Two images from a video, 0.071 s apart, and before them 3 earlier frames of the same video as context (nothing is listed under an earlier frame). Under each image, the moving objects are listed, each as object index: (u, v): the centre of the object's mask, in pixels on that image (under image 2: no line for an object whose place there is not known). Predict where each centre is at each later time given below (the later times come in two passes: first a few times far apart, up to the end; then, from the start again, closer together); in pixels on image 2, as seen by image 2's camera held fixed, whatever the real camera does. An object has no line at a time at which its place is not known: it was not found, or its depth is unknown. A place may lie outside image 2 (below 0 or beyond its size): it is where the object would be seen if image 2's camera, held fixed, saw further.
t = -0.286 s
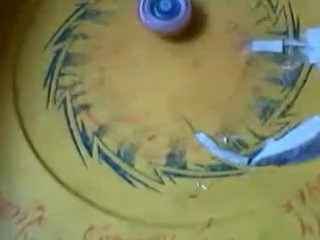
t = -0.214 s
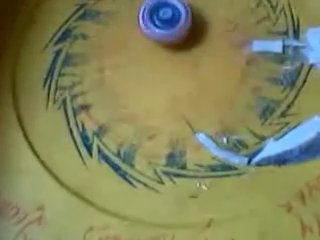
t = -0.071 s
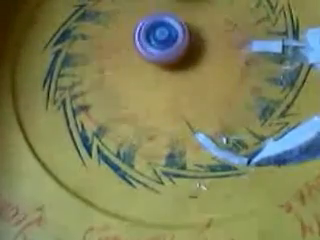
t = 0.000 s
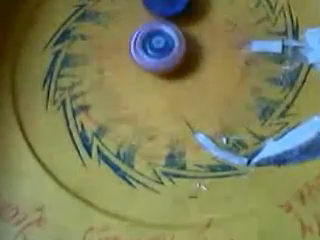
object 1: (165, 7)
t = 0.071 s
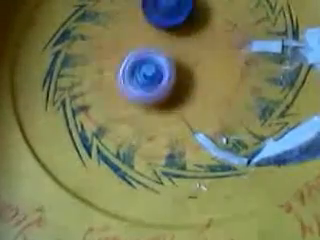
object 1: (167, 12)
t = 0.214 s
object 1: (188, 39)
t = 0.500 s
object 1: (267, 56)
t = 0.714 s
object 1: (223, 81)
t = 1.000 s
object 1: (295, 110)
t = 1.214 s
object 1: (259, 65)
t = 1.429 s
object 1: (279, 85)
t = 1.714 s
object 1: (232, 121)
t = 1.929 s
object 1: (242, 131)
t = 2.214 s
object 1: (213, 116)
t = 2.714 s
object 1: (157, 49)
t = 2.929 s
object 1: (210, 28)
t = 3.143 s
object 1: (201, 11)
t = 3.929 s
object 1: (187, 30)
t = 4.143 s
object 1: (217, 69)
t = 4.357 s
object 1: (266, 83)
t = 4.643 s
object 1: (233, 59)
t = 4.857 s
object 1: (224, 40)
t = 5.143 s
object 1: (205, 21)
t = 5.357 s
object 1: (179, 50)
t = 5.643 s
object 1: (203, 91)
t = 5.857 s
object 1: (235, 118)
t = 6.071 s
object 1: (242, 118)
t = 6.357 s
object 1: (197, 95)
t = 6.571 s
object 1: (161, 81)
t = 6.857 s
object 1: (104, 66)
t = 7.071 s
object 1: (92, 62)
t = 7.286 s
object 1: (119, 49)
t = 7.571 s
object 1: (139, 38)
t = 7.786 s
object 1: (148, 31)
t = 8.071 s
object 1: (157, 34)
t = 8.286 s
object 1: (159, 13)
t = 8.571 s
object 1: (162, 14)
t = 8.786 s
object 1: (173, 7)
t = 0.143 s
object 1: (173, 22)
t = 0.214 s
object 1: (188, 39)
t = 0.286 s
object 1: (209, 52)
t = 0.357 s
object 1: (230, 59)
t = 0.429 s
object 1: (251, 64)
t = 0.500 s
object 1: (267, 56)
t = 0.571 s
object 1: (263, 46)
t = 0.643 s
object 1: (240, 63)
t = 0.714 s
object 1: (223, 81)
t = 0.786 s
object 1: (223, 90)
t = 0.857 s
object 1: (256, 115)
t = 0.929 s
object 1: (280, 121)
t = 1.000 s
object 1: (295, 110)
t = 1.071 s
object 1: (300, 95)
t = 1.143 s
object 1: (297, 81)
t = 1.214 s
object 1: (259, 65)
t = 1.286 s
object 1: (274, 73)
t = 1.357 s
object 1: (280, 81)
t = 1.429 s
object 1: (279, 85)
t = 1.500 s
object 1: (273, 92)
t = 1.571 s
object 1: (262, 100)
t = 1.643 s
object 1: (246, 109)
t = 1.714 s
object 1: (232, 121)
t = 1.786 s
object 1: (228, 134)
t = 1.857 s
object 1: (247, 136)
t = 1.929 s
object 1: (242, 131)
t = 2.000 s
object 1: (223, 123)
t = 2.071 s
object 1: (204, 118)
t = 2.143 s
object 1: (208, 118)
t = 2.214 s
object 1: (213, 116)
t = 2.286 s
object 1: (209, 111)
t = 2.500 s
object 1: (195, 81)
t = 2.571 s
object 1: (186, 69)
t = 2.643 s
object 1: (173, 58)
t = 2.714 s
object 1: (157, 49)
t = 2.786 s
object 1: (180, 45)
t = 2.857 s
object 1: (198, 39)
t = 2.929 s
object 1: (210, 28)
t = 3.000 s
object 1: (213, 20)
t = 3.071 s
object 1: (210, 14)
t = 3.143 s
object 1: (201, 11)
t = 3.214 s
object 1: (192, 10)
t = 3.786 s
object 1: (186, 4)
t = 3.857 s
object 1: (187, 13)
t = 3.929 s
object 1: (187, 30)
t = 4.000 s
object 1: (188, 49)
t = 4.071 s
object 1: (203, 56)
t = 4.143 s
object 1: (217, 69)
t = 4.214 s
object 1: (233, 81)
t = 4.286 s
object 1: (250, 88)
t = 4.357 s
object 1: (266, 83)
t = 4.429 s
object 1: (271, 75)
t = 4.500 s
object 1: (264, 65)
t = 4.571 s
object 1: (249, 59)
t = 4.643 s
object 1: (233, 59)
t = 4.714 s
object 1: (215, 49)
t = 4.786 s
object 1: (207, 48)
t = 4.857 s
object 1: (224, 40)
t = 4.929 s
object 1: (224, 30)
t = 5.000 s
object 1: (221, 23)
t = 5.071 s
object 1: (215, 20)
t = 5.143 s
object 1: (205, 21)
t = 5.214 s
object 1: (193, 27)
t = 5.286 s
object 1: (184, 37)
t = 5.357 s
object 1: (179, 50)
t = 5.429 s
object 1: (179, 64)
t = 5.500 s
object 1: (183, 76)
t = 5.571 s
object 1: (193, 86)
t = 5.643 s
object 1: (203, 91)
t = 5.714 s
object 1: (212, 106)
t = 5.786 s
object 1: (224, 116)
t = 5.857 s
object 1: (235, 118)
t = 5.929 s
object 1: (240, 124)
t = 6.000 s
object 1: (244, 122)
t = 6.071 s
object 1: (242, 118)
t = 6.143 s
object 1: (235, 113)
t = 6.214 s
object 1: (225, 106)
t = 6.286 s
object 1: (211, 100)
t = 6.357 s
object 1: (197, 95)
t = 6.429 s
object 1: (184, 91)
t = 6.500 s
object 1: (172, 86)
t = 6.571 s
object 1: (161, 81)
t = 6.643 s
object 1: (145, 76)
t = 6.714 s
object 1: (129, 72)
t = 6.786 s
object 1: (116, 69)
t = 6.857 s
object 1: (104, 66)
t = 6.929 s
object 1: (95, 65)
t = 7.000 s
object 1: (92, 63)
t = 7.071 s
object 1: (92, 62)
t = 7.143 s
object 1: (98, 60)
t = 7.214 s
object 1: (107, 56)
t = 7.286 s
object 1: (119, 49)
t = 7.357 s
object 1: (130, 42)
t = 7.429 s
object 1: (130, 41)
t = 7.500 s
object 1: (133, 39)
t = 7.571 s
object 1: (139, 38)
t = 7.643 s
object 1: (146, 36)
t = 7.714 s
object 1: (149, 33)
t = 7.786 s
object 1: (148, 31)
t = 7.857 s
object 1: (149, 30)
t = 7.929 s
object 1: (150, 30)
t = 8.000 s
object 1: (152, 32)
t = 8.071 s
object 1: (157, 34)
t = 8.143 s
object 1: (159, 23)
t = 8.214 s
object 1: (159, 17)
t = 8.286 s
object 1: (159, 13)
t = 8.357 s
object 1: (159, 11)
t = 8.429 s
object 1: (159, 11)
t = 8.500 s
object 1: (159, 12)
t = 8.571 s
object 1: (162, 14)
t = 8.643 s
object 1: (165, 10)
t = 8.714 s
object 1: (169, 8)
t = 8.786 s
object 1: (173, 7)
